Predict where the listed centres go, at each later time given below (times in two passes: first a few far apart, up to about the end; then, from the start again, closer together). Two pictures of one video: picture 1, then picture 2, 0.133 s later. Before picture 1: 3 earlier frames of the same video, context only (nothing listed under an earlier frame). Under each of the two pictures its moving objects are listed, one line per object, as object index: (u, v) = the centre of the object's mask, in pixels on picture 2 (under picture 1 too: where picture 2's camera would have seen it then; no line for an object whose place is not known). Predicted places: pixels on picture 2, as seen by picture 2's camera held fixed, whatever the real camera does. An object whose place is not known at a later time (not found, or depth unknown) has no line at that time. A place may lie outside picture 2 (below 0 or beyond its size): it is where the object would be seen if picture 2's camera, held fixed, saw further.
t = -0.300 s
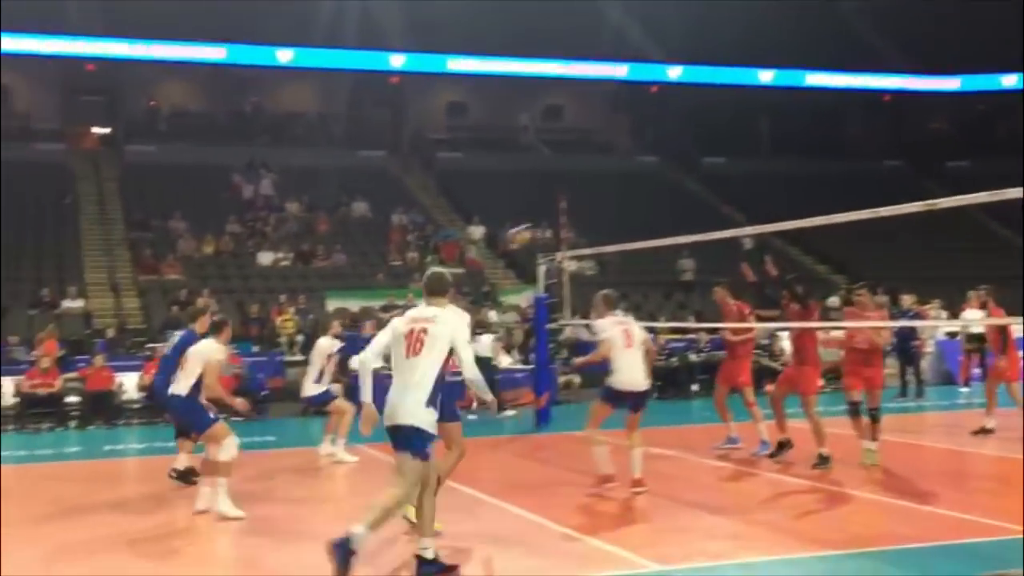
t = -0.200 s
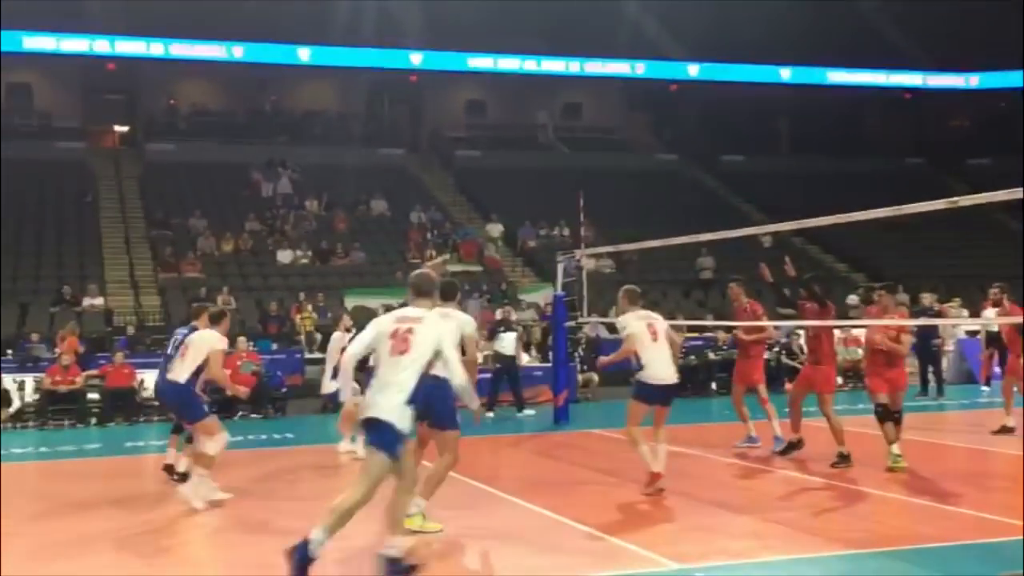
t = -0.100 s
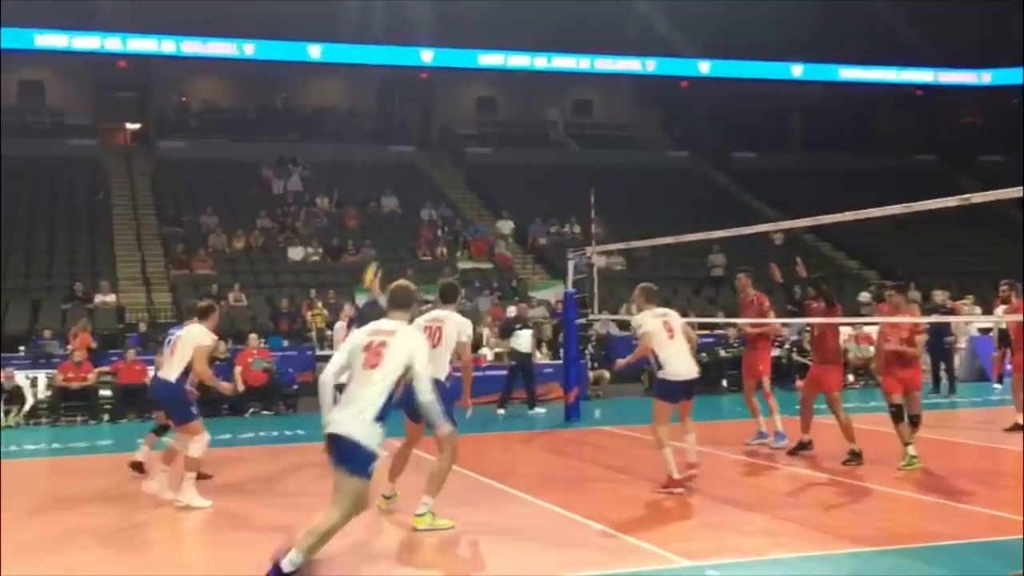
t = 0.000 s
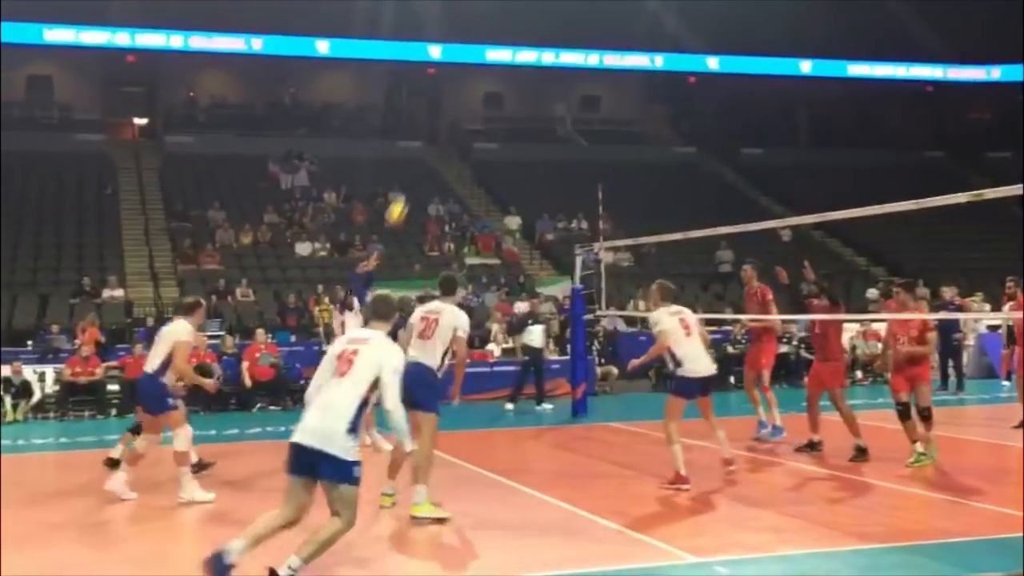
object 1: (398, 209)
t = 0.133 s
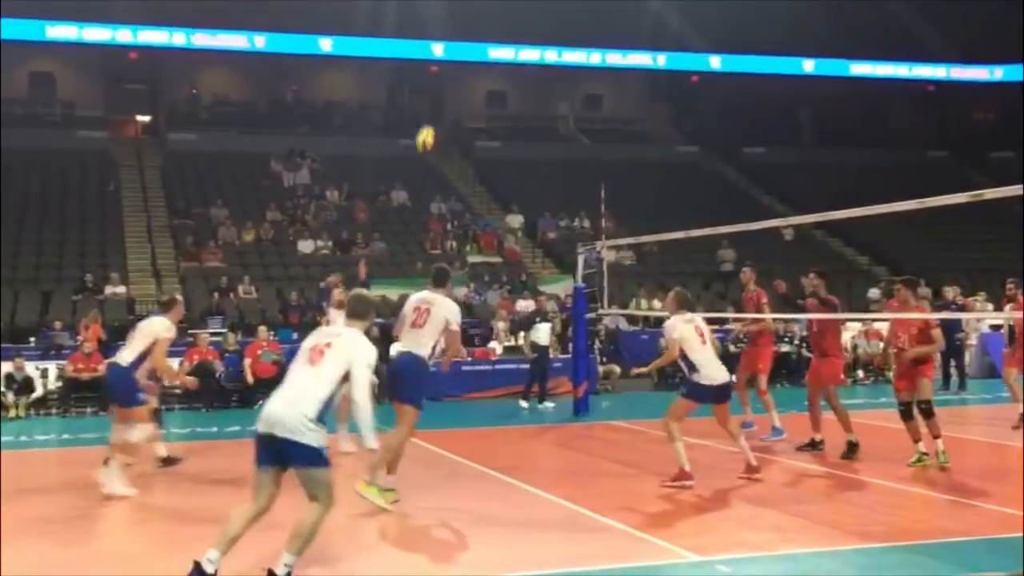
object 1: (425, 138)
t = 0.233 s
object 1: (445, 94)
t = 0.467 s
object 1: (497, 26)
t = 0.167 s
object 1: (432, 123)
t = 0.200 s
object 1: (439, 108)
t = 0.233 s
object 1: (445, 94)
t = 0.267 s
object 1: (451, 82)
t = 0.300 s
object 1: (459, 70)
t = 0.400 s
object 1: (481, 41)
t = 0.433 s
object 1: (489, 33)
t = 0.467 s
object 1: (497, 26)
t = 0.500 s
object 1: (505, 20)
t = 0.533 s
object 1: (512, 15)
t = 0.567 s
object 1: (520, 10)
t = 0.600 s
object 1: (528, 6)
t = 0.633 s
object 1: (536, 4)
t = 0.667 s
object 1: (544, 4)
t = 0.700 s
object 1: (553, 4)
